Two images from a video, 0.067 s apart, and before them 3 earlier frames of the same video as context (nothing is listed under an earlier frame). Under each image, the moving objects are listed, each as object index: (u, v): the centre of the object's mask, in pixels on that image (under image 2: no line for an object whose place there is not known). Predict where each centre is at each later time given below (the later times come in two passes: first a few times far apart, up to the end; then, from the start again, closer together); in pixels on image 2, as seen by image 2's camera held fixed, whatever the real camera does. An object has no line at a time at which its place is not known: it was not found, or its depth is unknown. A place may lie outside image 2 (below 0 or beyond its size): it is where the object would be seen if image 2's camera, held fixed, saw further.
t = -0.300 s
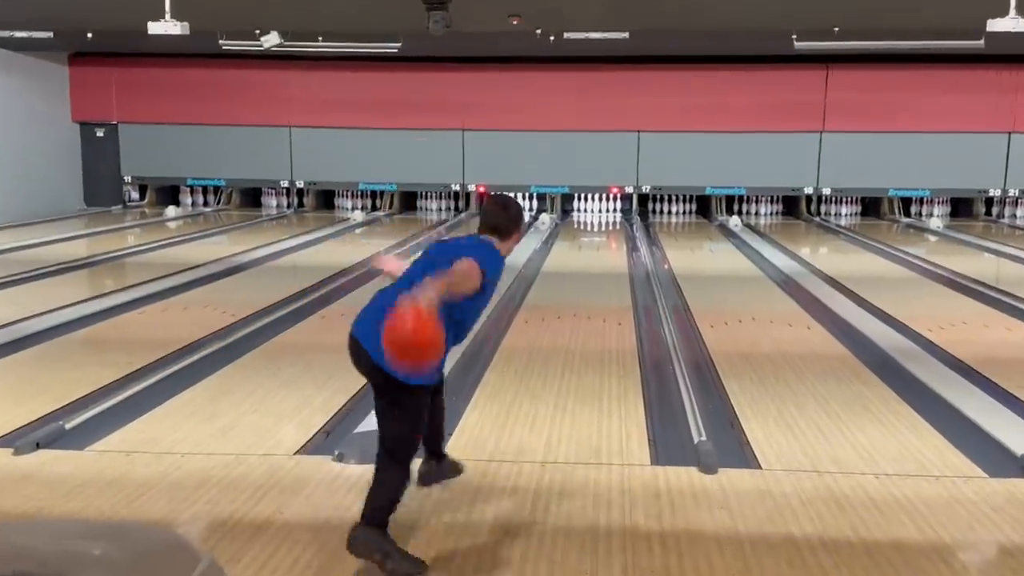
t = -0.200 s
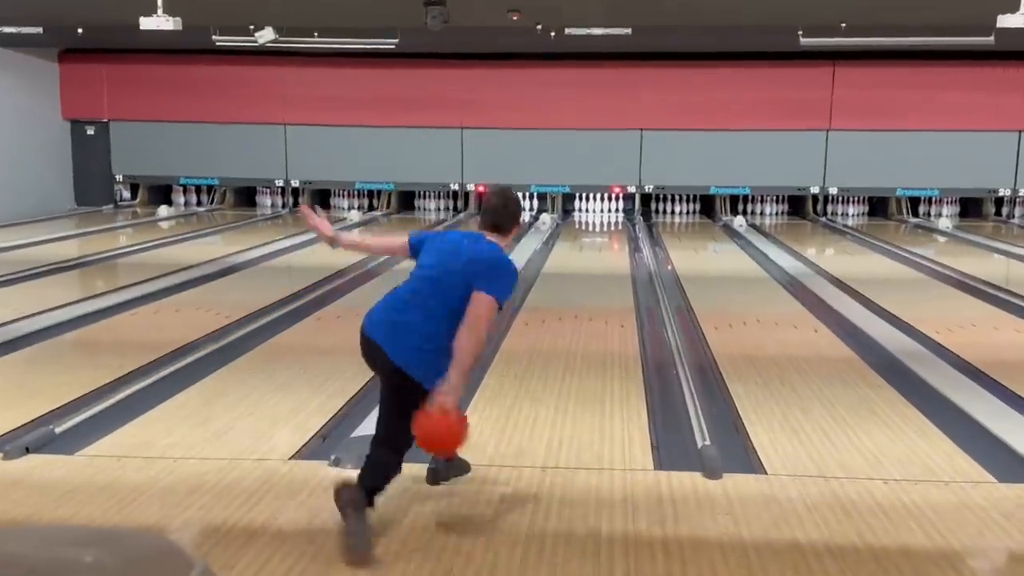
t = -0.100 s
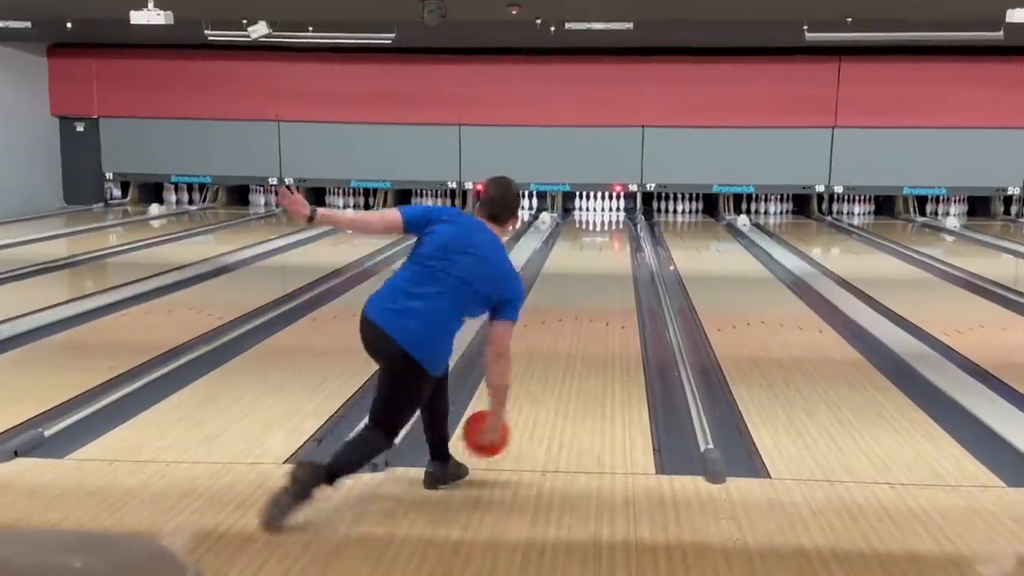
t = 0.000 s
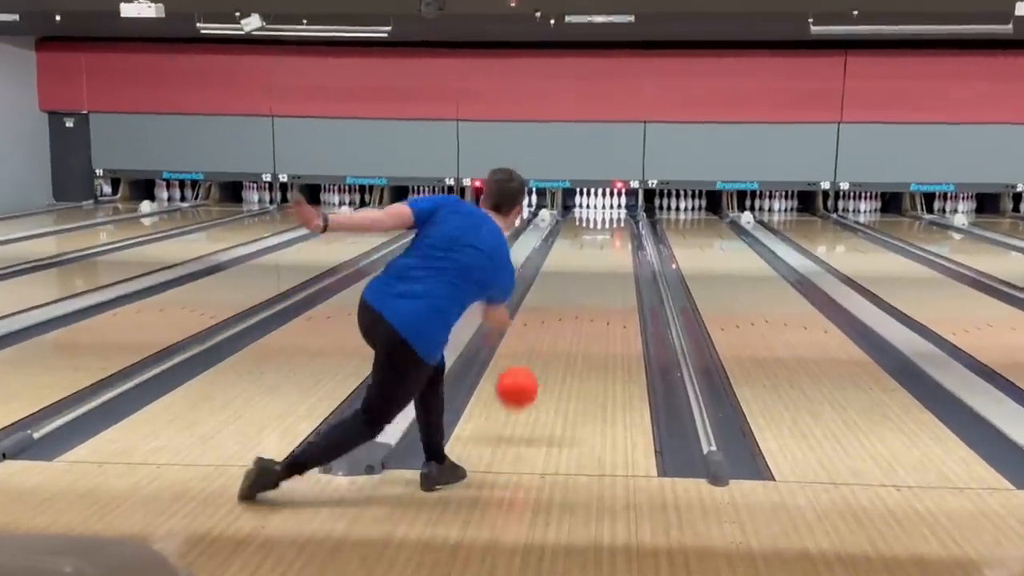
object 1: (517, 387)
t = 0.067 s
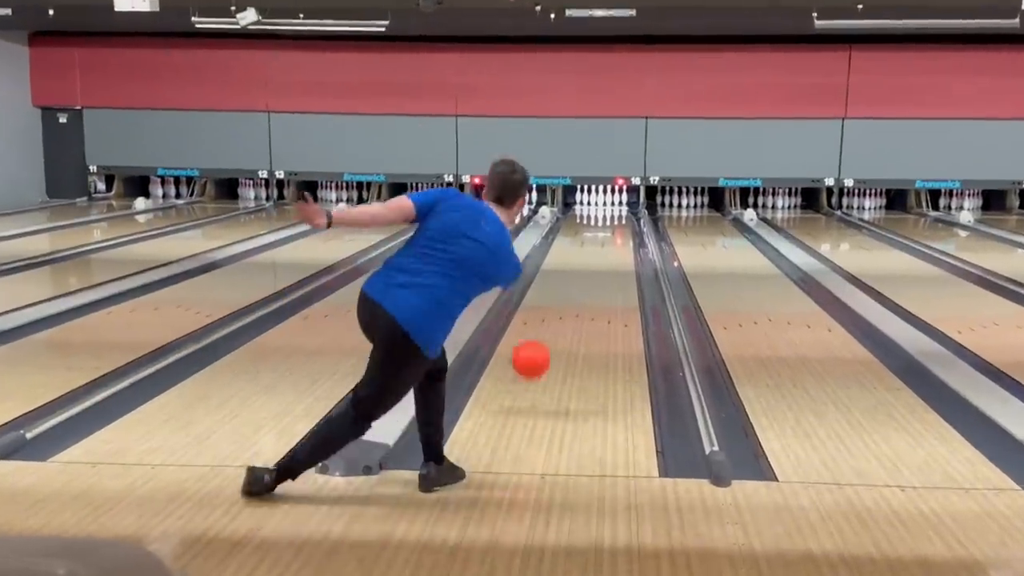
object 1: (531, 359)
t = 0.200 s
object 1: (553, 337)
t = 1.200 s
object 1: (615, 248)
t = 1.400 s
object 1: (617, 236)
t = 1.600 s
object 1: (618, 226)
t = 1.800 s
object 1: (617, 218)
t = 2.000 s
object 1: (614, 210)
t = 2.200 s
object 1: (610, 205)
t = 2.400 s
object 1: (611, 199)
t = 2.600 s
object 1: (612, 199)
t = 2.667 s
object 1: (612, 202)
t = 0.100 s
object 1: (537, 350)
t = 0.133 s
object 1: (543, 344)
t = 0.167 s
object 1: (548, 339)
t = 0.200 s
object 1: (553, 337)
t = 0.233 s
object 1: (557, 337)
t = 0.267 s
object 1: (561, 338)
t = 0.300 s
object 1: (565, 342)
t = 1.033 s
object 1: (611, 262)
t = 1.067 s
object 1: (612, 259)
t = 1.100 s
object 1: (613, 256)
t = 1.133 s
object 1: (613, 254)
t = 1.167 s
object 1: (614, 251)
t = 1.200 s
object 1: (615, 248)
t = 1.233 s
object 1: (615, 247)
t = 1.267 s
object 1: (616, 244)
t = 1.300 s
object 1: (616, 241)
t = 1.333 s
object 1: (617, 240)
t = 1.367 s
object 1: (617, 238)
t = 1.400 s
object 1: (617, 236)
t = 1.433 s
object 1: (617, 234)
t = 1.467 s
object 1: (617, 233)
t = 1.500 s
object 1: (618, 231)
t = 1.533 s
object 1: (617, 229)
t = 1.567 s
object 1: (618, 227)
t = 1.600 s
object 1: (618, 226)
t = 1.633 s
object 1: (618, 225)
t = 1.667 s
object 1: (618, 223)
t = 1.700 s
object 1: (618, 221)
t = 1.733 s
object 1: (617, 220)
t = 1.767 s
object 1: (617, 219)
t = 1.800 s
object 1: (617, 218)
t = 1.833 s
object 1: (617, 217)
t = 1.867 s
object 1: (616, 216)
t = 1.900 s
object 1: (616, 214)
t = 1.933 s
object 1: (616, 213)
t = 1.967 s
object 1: (615, 211)
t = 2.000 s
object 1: (614, 210)
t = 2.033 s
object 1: (614, 209)
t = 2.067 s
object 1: (613, 208)
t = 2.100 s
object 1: (613, 207)
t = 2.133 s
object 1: (612, 206)
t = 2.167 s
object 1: (611, 205)
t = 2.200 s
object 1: (610, 205)
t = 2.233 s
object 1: (610, 204)
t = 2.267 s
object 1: (608, 202)
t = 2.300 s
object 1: (609, 202)
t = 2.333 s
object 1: (609, 201)
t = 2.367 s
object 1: (610, 199)
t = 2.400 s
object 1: (611, 199)
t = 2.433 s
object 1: (611, 199)
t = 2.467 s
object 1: (611, 199)
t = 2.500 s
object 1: (611, 199)
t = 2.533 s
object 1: (612, 198)
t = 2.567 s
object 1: (612, 198)
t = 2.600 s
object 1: (612, 199)
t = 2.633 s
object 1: (613, 200)
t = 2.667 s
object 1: (612, 202)
